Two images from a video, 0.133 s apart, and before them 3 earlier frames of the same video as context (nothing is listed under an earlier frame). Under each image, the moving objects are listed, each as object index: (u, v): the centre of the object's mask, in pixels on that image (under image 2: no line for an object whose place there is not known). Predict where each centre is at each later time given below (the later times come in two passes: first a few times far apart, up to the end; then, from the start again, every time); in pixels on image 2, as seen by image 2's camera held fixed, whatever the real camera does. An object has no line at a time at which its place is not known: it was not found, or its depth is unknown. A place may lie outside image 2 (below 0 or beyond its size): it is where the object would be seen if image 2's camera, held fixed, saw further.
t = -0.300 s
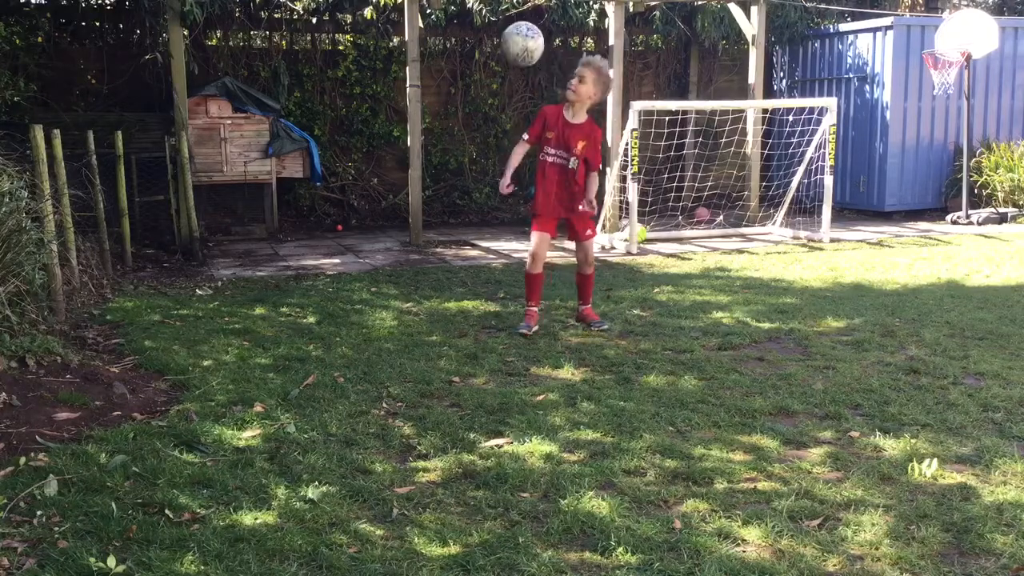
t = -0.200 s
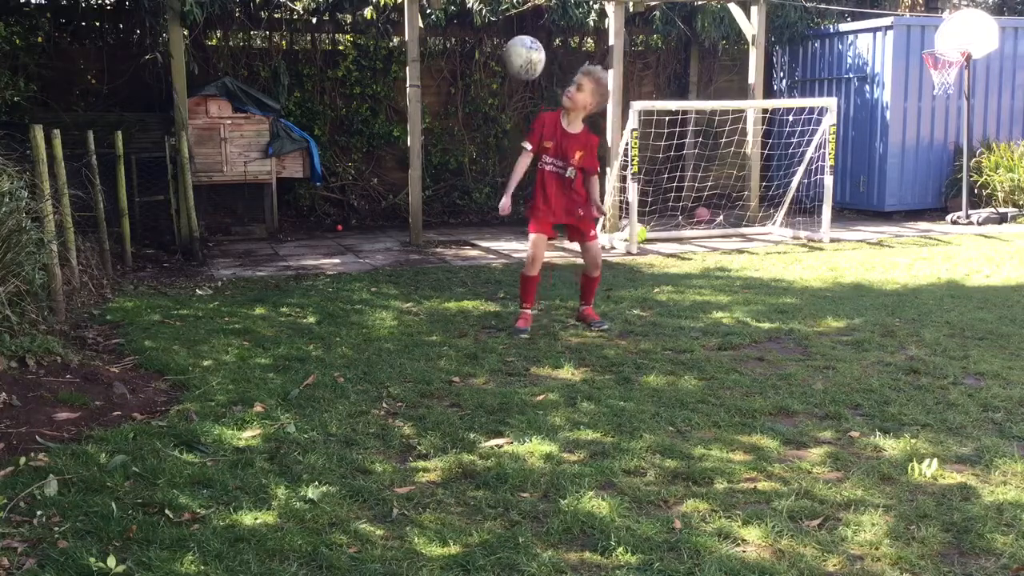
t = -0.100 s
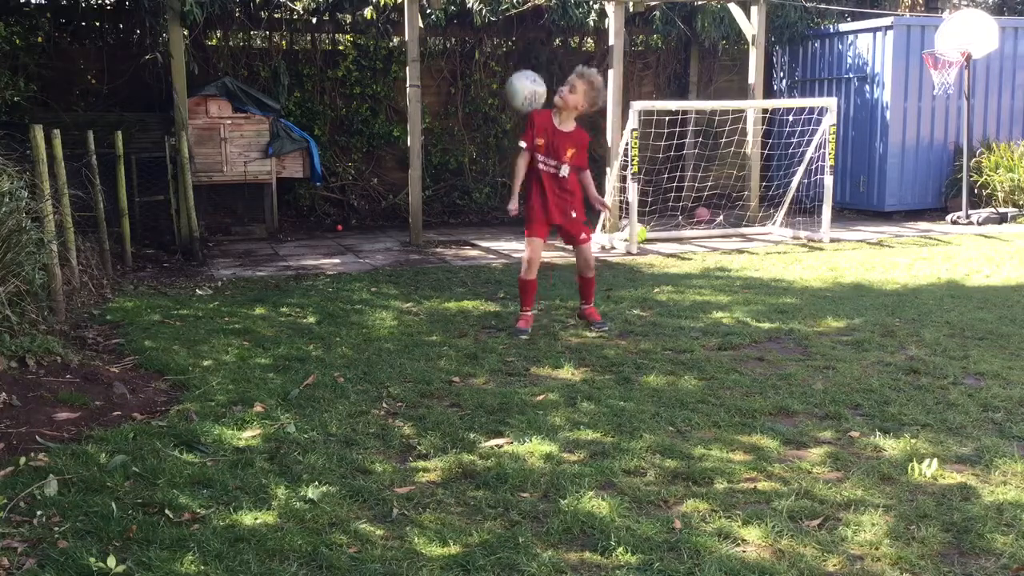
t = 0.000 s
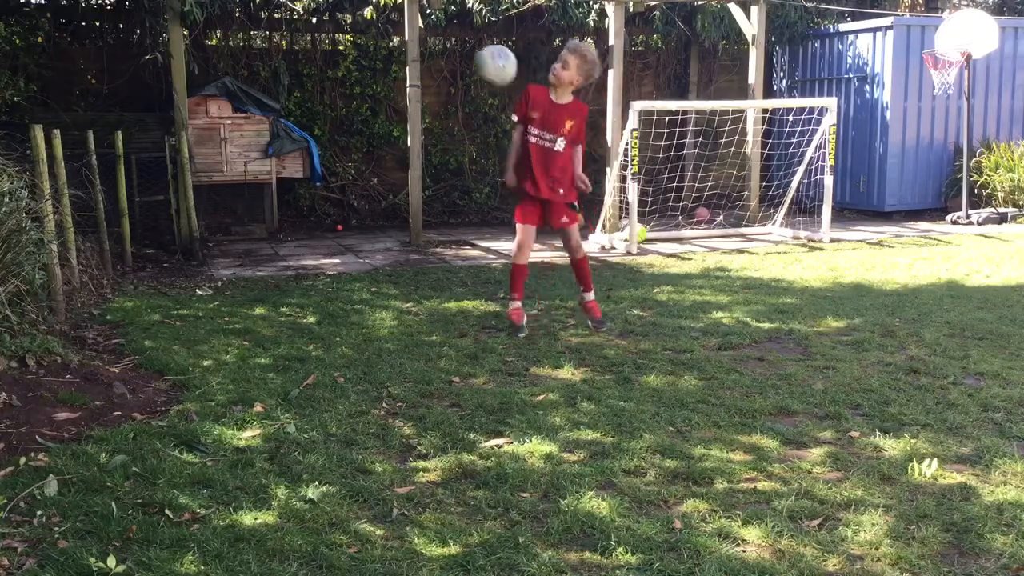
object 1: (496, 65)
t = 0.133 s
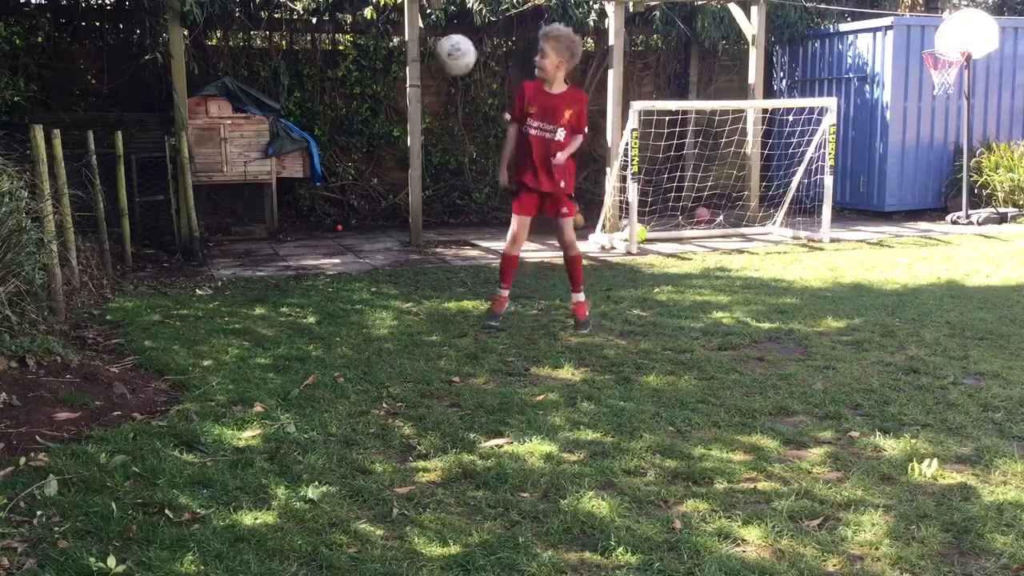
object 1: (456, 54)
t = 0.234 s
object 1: (426, 71)
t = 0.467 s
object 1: (368, 176)
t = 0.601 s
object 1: (339, 274)
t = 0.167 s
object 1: (446, 57)
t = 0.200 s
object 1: (437, 62)
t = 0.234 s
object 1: (426, 71)
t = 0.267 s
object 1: (417, 79)
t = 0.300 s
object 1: (409, 91)
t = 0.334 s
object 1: (401, 104)
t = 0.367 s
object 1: (391, 120)
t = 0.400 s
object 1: (384, 136)
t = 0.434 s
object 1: (376, 155)
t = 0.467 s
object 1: (368, 176)
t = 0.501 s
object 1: (361, 198)
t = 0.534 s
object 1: (353, 222)
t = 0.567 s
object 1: (346, 246)
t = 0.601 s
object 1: (339, 274)
